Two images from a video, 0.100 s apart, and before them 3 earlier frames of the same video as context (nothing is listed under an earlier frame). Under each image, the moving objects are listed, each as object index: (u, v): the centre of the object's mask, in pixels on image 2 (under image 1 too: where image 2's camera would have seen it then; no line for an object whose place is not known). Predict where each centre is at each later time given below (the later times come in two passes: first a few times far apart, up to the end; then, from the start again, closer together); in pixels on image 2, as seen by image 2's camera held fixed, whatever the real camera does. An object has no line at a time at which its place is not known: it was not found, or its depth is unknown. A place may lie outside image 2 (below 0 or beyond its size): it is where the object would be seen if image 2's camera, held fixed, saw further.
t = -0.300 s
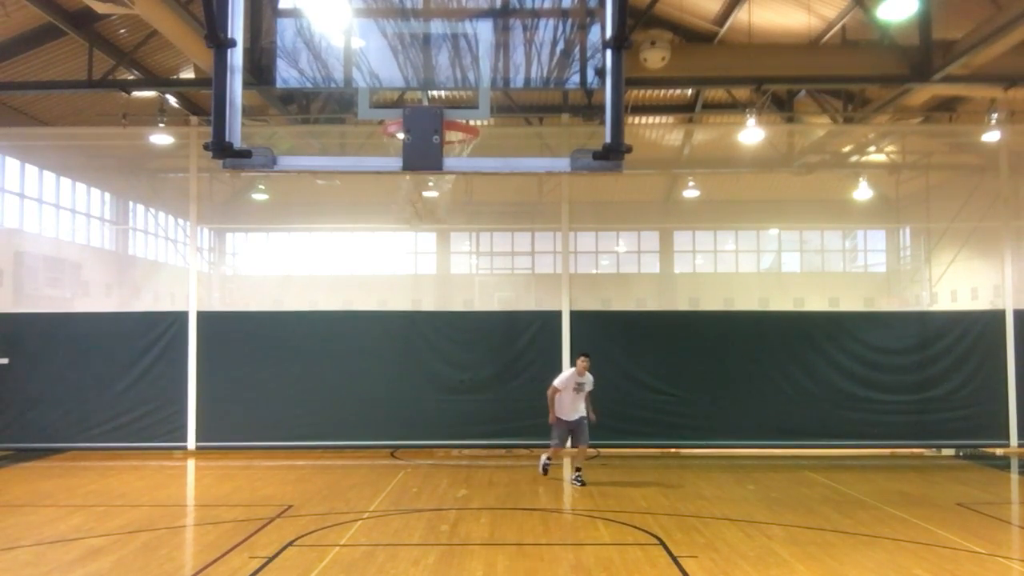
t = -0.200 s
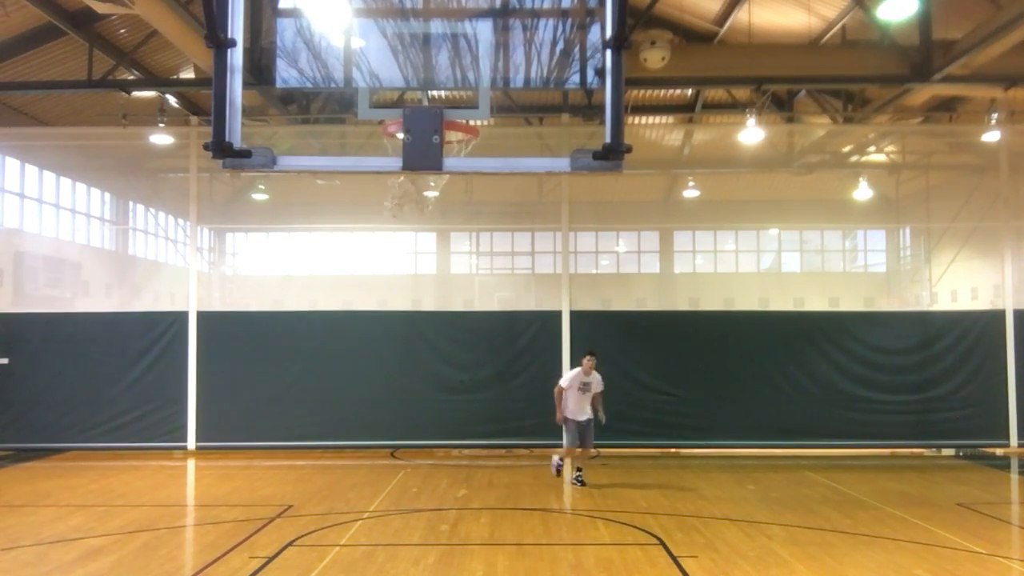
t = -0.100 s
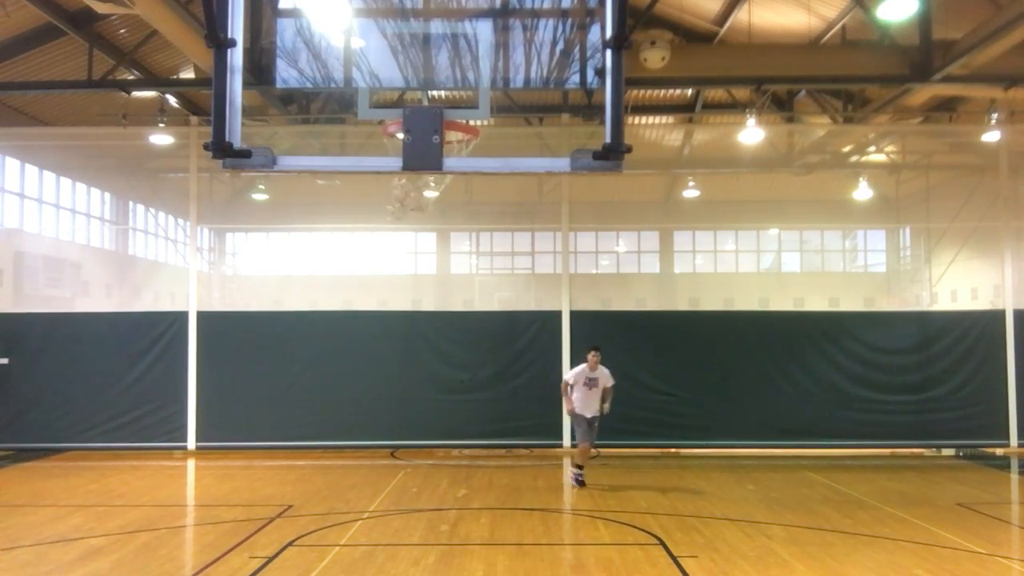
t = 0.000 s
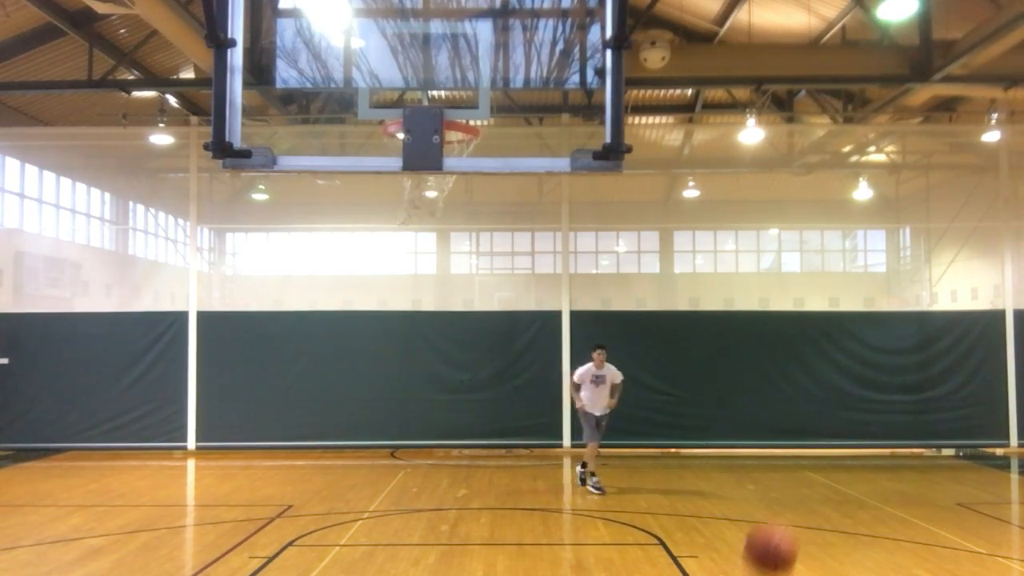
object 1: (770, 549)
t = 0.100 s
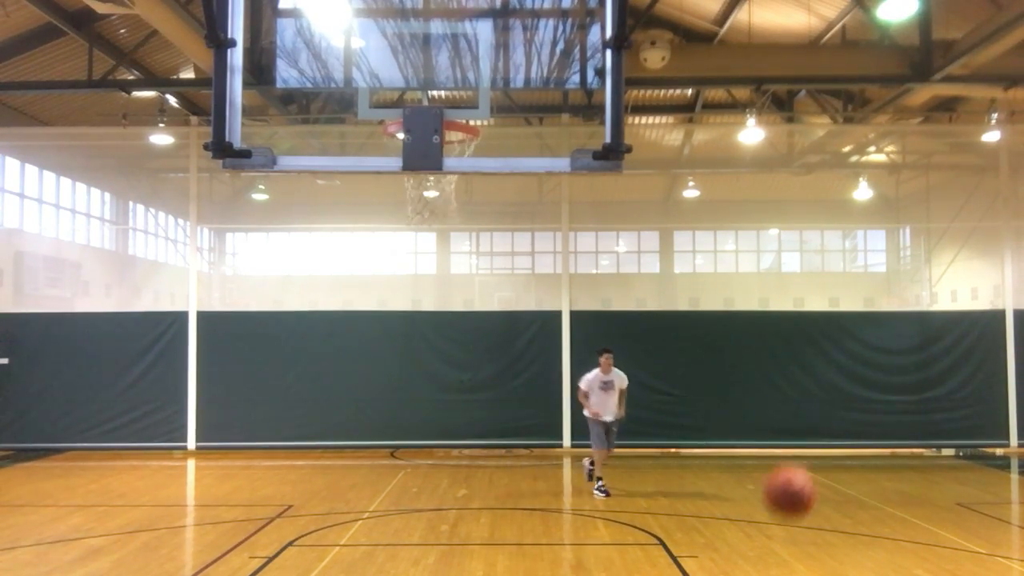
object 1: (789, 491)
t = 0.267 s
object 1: (819, 447)
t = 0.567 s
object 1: (870, 502)
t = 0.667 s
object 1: (885, 553)
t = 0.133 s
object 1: (796, 478)
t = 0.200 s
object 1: (807, 457)
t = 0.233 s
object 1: (813, 451)
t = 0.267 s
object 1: (819, 447)
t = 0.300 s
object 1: (825, 445)
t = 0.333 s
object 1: (830, 445)
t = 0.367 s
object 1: (836, 447)
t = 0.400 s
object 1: (841, 451)
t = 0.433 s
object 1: (848, 457)
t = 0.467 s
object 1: (853, 466)
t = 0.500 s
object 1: (859, 477)
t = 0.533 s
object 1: (863, 487)
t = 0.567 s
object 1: (870, 502)
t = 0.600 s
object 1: (874, 517)
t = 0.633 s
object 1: (879, 534)
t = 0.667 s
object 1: (885, 553)
